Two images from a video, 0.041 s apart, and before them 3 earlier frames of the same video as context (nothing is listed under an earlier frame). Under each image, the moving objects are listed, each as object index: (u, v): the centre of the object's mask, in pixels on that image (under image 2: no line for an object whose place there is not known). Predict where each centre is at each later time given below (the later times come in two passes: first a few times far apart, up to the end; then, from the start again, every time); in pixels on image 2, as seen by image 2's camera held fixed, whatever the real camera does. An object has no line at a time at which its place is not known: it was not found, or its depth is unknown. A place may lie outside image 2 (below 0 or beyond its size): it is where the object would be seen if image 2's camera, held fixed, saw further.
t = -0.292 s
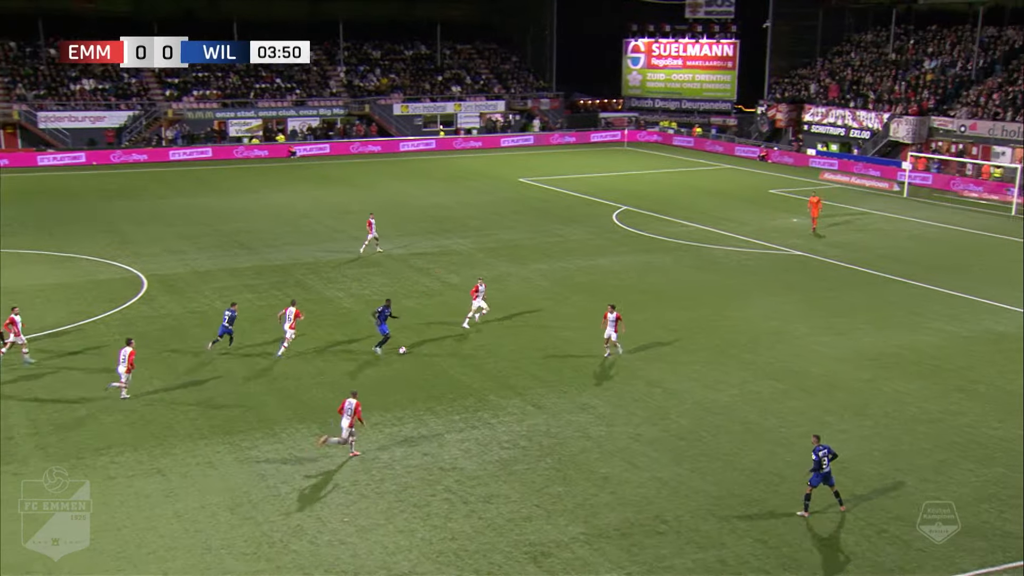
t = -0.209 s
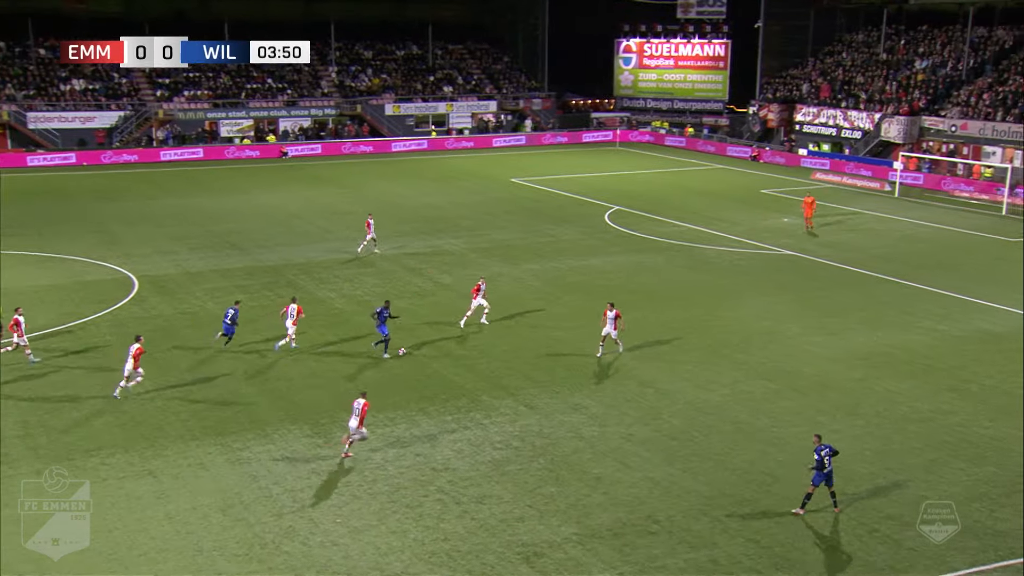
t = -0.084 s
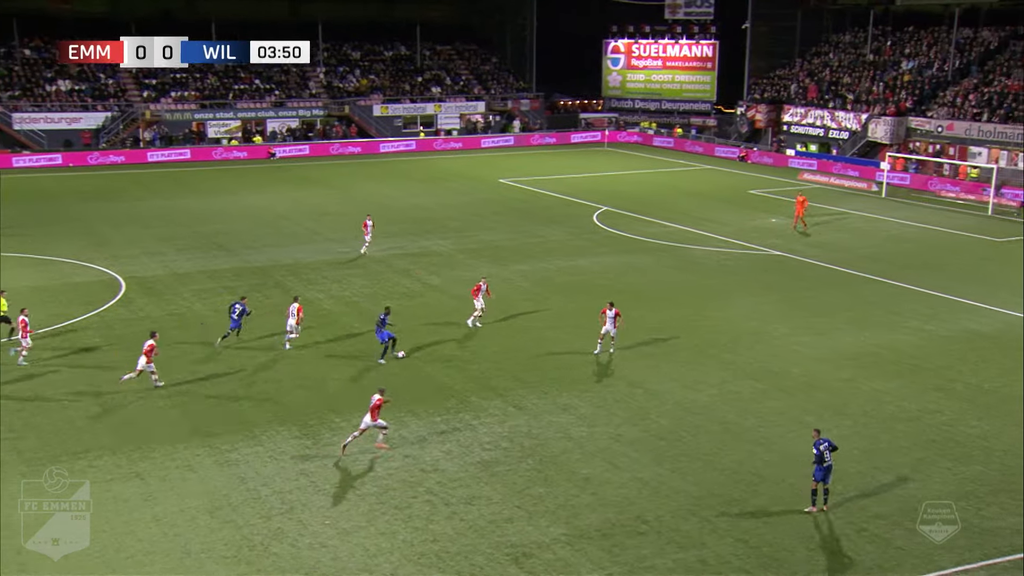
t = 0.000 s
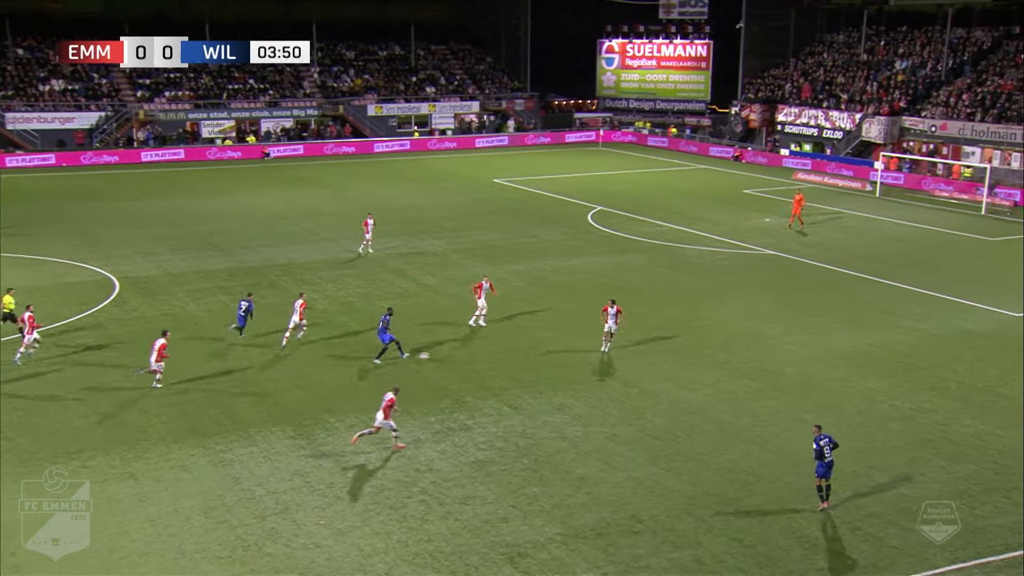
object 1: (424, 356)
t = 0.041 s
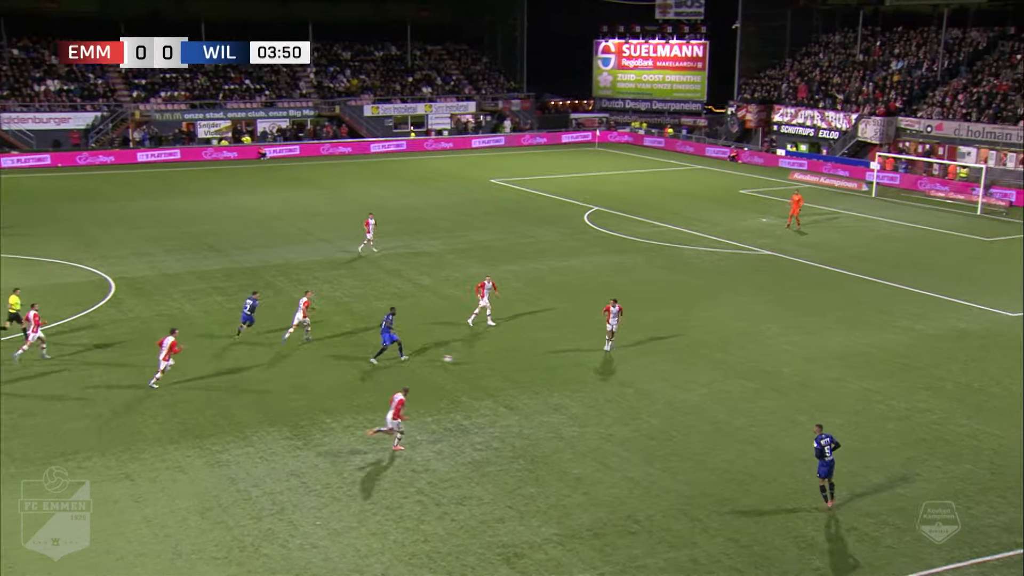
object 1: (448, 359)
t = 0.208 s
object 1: (521, 372)
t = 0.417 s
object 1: (611, 385)
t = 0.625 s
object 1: (706, 400)
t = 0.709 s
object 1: (740, 406)
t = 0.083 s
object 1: (466, 361)
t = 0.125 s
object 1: (484, 364)
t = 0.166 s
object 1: (503, 368)
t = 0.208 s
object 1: (521, 372)
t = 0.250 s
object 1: (540, 377)
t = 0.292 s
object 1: (557, 378)
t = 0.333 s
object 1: (575, 379)
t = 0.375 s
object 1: (592, 382)
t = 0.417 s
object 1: (611, 385)
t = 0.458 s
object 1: (629, 388)
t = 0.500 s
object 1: (655, 395)
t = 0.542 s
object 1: (673, 398)
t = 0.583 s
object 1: (690, 398)
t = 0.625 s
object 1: (706, 400)
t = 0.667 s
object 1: (724, 402)
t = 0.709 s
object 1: (740, 406)
